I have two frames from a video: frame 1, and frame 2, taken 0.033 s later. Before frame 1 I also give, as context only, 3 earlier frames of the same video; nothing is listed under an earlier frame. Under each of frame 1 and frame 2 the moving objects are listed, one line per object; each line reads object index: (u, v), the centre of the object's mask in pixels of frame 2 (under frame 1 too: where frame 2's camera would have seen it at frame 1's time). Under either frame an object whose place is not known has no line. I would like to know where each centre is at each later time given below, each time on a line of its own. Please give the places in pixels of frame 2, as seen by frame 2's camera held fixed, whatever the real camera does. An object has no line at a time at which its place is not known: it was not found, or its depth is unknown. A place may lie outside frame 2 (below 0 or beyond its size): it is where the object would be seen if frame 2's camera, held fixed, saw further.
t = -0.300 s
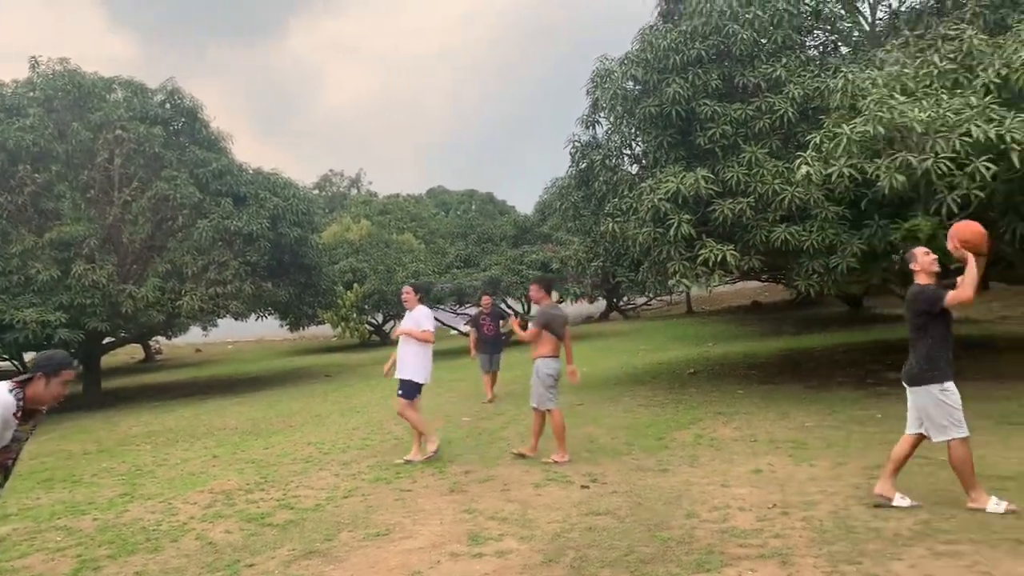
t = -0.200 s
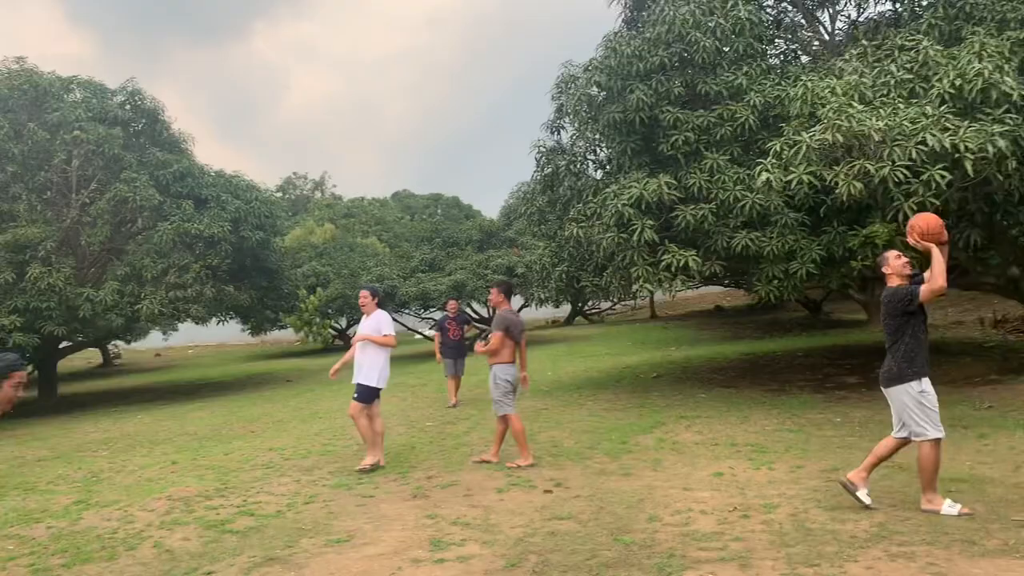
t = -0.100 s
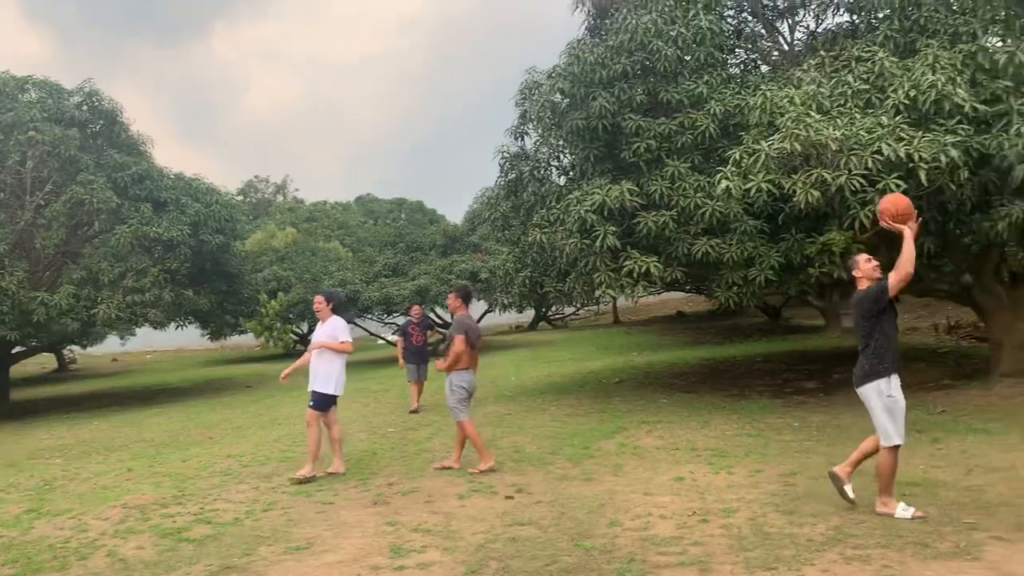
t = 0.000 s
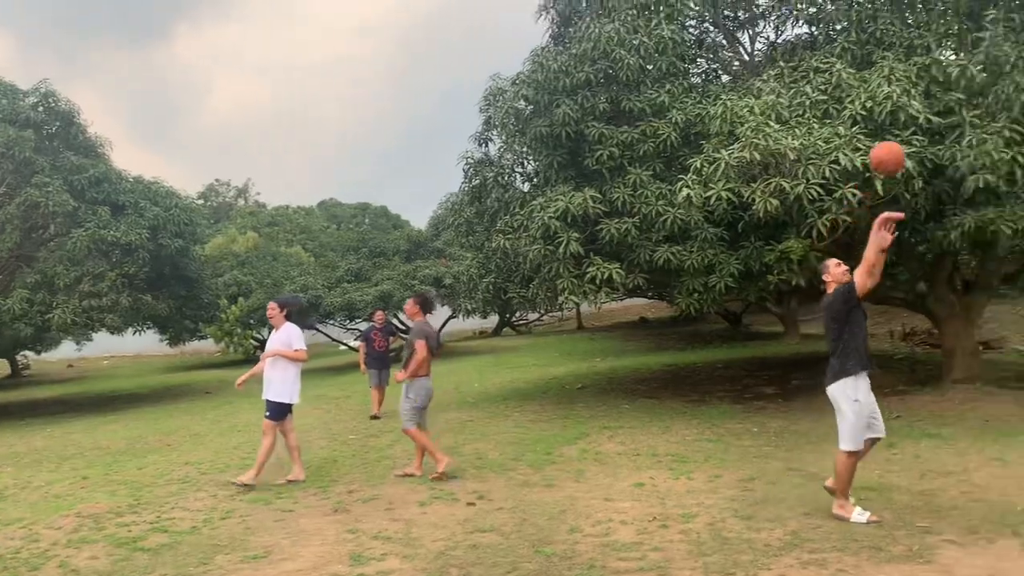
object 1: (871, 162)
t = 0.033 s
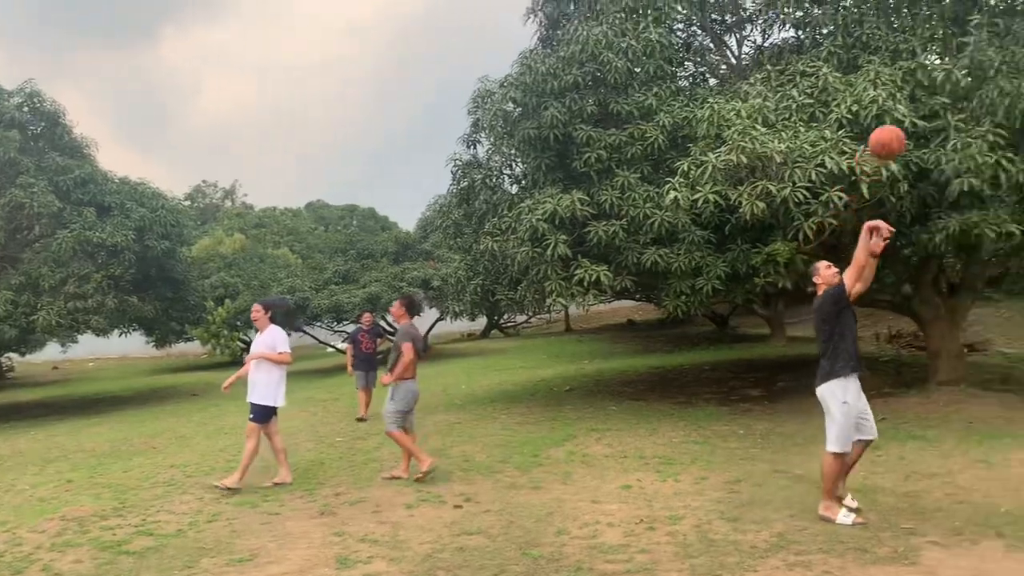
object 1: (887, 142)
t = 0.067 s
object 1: (902, 124)
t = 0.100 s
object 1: (918, 106)
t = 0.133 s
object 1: (934, 90)
